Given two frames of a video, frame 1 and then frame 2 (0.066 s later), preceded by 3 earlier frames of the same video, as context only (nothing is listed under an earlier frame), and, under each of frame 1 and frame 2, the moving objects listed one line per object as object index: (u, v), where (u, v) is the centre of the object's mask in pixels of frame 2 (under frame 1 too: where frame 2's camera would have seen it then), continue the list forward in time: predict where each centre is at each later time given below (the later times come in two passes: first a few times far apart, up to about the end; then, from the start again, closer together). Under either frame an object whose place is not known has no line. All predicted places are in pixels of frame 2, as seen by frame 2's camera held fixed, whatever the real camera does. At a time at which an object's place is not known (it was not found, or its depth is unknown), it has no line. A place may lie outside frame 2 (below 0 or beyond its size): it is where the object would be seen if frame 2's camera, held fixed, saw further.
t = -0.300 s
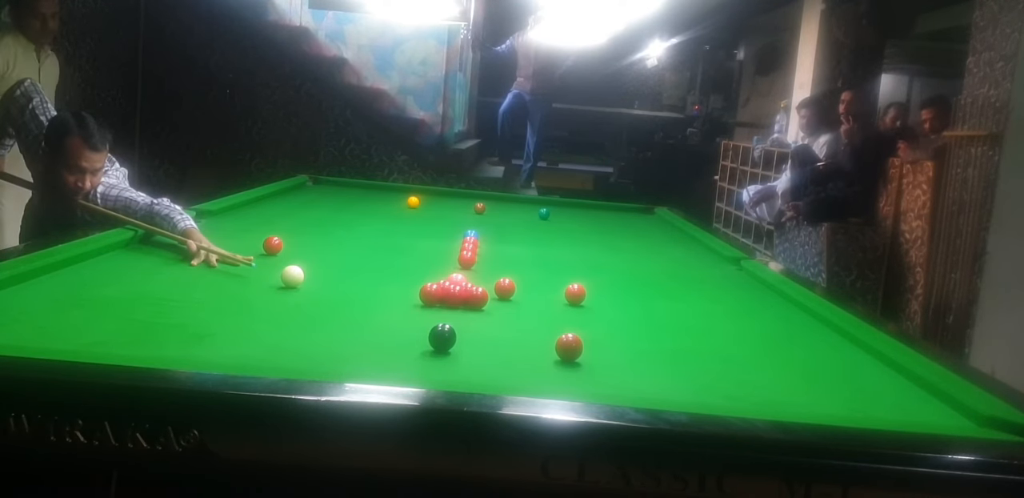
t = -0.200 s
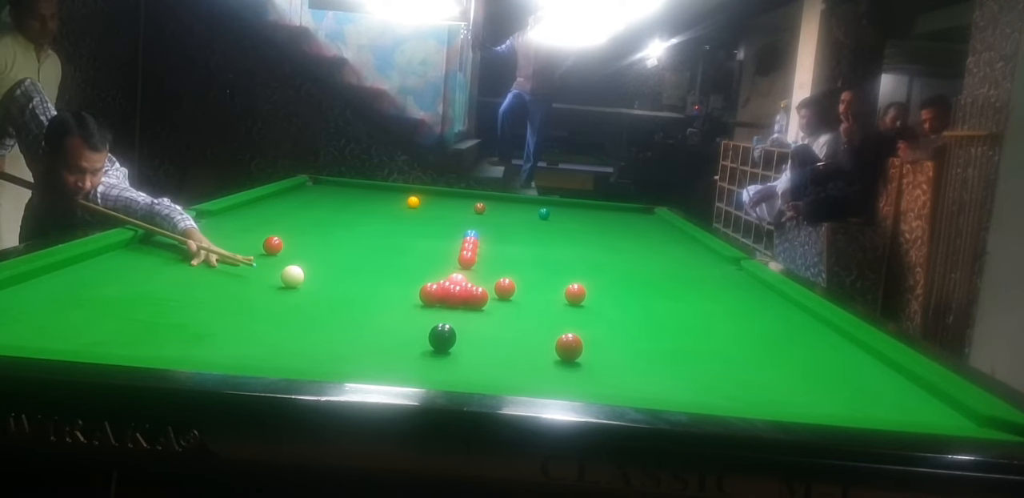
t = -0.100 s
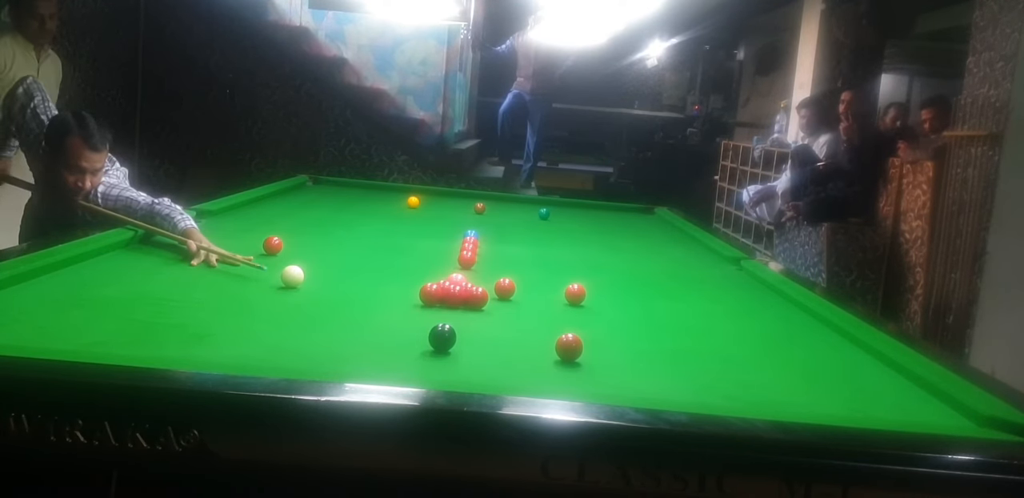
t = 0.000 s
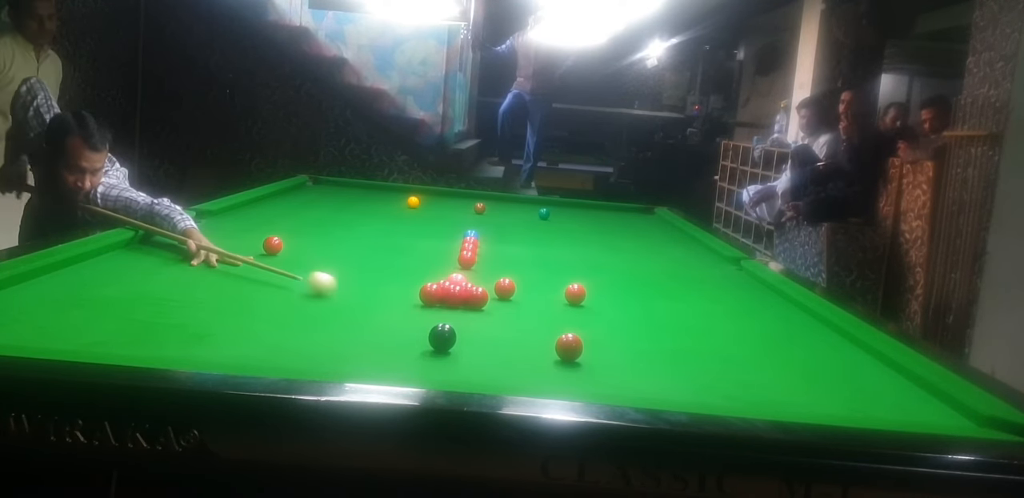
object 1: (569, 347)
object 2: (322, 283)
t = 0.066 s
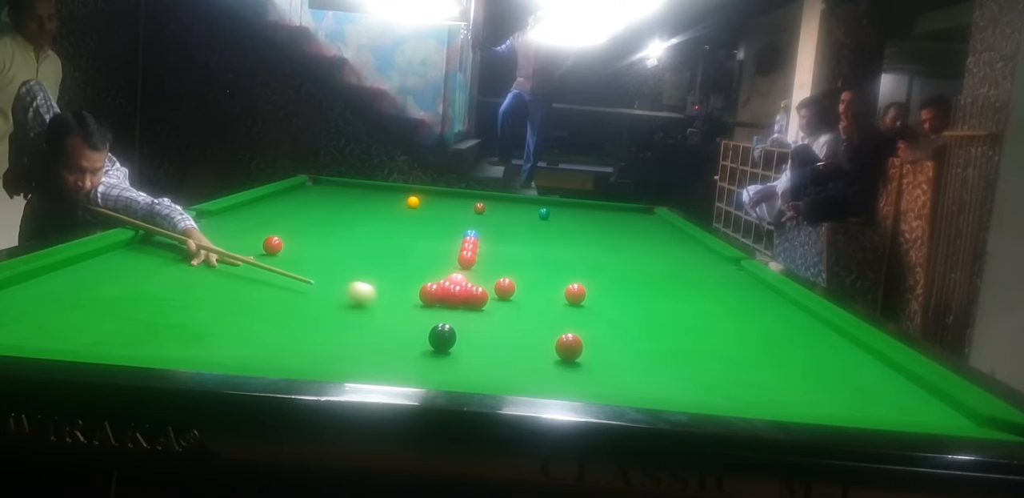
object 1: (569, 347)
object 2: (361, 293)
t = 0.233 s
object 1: (569, 347)
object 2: (456, 317)
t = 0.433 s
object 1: (619, 357)
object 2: (540, 345)
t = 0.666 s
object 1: (732, 380)
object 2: (553, 360)
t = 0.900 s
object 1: (838, 400)
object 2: (567, 374)
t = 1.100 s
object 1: (932, 414)
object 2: (579, 382)
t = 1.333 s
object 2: (585, 382)
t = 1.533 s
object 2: (587, 379)
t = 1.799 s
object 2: (588, 375)
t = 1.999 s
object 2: (589, 371)
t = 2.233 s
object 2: (590, 366)
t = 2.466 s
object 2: (590, 363)
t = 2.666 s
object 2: (590, 360)
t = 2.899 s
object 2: (591, 359)
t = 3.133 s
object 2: (591, 358)
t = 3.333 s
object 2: (592, 358)
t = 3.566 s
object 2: (592, 358)
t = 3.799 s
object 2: (592, 358)
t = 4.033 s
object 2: (592, 358)
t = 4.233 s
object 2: (592, 358)
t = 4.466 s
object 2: (592, 358)
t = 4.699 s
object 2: (592, 358)
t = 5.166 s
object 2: (592, 358)
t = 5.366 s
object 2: (592, 358)
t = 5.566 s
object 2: (592, 358)
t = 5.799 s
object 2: (592, 358)
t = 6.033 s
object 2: (592, 358)
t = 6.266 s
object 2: (592, 358)
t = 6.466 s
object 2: (592, 358)
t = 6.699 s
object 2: (592, 358)
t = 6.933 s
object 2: (592, 358)
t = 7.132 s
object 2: (592, 358)
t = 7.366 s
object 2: (592, 358)
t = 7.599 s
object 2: (592, 358)
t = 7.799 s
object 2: (592, 358)
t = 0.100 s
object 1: (569, 347)
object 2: (380, 298)
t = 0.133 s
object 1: (569, 347)
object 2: (400, 303)
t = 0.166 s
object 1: (569, 347)
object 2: (419, 308)
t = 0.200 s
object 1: (569, 347)
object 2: (437, 312)
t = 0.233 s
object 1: (569, 347)
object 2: (456, 317)
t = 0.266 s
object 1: (569, 347)
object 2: (473, 322)
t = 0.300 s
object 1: (569, 347)
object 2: (492, 328)
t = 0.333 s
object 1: (569, 347)
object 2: (511, 332)
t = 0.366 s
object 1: (578, 347)
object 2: (542, 342)
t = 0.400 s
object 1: (599, 352)
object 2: (541, 343)
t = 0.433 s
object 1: (619, 357)
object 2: (540, 345)
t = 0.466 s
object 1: (638, 360)
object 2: (541, 347)
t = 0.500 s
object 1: (656, 364)
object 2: (543, 349)
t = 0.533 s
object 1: (673, 367)
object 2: (545, 351)
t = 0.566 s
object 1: (688, 371)
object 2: (547, 354)
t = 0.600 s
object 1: (703, 374)
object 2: (549, 356)
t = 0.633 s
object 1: (718, 377)
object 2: (551, 358)
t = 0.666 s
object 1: (732, 380)
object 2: (553, 360)
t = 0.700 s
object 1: (748, 383)
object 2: (555, 362)
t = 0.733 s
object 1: (762, 386)
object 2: (557, 364)
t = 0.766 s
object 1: (777, 389)
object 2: (559, 366)
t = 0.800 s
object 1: (792, 392)
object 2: (561, 369)
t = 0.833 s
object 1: (807, 394)
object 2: (563, 371)
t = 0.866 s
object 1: (822, 397)
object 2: (565, 373)
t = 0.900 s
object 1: (838, 400)
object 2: (567, 374)
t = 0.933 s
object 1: (854, 402)
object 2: (569, 376)
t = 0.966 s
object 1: (869, 404)
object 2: (571, 377)
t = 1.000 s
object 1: (884, 407)
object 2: (573, 378)
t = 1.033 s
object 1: (900, 409)
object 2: (575, 379)
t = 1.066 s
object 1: (915, 412)
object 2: (577, 381)
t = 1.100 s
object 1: (932, 414)
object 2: (579, 382)
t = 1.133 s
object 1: (948, 416)
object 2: (581, 383)
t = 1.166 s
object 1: (965, 419)
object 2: (583, 385)
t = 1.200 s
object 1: (982, 422)
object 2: (584, 386)
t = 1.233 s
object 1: (999, 425)
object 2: (584, 384)
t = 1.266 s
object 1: (1013, 431)
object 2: (585, 384)
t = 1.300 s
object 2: (585, 383)
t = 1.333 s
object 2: (585, 382)
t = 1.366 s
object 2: (586, 382)
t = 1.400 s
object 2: (586, 381)
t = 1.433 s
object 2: (586, 380)
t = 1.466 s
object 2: (586, 380)
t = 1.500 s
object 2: (587, 380)
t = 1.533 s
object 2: (587, 379)
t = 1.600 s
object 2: (587, 378)
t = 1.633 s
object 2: (587, 378)
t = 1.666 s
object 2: (587, 377)
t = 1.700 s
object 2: (587, 377)
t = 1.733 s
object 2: (588, 376)
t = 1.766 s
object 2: (588, 376)
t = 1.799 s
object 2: (588, 375)
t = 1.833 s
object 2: (588, 375)
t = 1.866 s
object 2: (588, 374)
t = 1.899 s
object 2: (588, 374)
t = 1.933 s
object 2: (589, 373)
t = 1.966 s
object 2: (589, 373)
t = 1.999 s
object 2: (589, 371)
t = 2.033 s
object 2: (589, 370)
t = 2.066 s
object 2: (589, 369)
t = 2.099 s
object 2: (589, 369)
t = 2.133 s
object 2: (589, 368)
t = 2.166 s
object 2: (589, 368)
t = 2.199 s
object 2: (590, 367)
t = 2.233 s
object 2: (590, 366)
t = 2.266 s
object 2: (590, 366)
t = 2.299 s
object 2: (590, 365)
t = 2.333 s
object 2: (590, 365)
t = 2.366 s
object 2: (590, 364)
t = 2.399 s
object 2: (590, 364)
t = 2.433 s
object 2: (590, 363)
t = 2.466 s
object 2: (590, 363)
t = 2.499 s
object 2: (590, 362)
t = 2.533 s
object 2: (590, 362)
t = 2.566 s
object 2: (590, 361)
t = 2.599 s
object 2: (590, 361)
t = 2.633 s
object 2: (590, 360)
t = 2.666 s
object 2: (590, 360)
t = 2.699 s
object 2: (591, 360)
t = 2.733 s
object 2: (591, 360)
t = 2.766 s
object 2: (591, 360)
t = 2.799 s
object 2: (591, 359)
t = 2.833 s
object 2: (591, 359)
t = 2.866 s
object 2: (591, 359)
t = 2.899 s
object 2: (591, 359)
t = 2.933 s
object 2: (591, 358)
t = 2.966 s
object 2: (591, 358)
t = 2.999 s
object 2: (591, 358)
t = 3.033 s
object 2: (591, 358)
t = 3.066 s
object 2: (591, 358)
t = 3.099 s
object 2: (591, 358)
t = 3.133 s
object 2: (591, 358)
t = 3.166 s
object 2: (592, 358)
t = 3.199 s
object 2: (592, 358)
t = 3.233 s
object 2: (592, 358)
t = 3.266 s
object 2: (592, 358)
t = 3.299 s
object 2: (592, 358)
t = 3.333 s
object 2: (592, 358)
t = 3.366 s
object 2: (592, 358)
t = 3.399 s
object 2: (592, 358)
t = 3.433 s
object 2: (592, 358)
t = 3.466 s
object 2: (592, 358)
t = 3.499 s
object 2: (592, 358)
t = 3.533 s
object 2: (592, 358)
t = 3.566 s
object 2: (592, 358)
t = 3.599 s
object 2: (592, 358)
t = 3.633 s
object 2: (592, 358)
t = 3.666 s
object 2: (592, 358)
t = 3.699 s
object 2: (592, 358)
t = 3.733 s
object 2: (592, 358)
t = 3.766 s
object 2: (592, 358)
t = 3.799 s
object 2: (592, 358)
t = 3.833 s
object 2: (592, 358)
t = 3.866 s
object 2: (592, 358)
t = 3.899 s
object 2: (592, 358)
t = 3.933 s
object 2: (592, 358)
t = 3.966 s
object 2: (592, 358)
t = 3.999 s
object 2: (592, 358)
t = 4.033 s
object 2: (592, 358)
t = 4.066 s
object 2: (592, 358)
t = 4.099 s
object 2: (592, 358)
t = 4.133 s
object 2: (592, 358)
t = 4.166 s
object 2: (592, 358)
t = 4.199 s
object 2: (592, 358)
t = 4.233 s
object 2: (592, 358)
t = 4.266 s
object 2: (592, 358)
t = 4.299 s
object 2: (592, 358)
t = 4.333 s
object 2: (592, 358)
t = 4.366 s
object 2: (592, 358)
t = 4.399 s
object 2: (592, 358)
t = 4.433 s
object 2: (592, 358)
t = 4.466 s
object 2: (592, 358)
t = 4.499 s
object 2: (592, 358)
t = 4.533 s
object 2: (592, 358)
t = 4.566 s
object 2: (592, 358)
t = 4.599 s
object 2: (592, 358)
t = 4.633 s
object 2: (592, 358)
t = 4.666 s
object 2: (592, 358)
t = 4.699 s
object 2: (592, 358)
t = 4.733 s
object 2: (592, 358)
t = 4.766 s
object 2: (592, 358)
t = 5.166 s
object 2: (592, 358)
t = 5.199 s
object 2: (592, 358)
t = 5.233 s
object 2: (592, 358)
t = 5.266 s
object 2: (592, 358)
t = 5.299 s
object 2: (592, 358)
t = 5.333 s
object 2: (592, 358)
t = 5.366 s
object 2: (592, 358)
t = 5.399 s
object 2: (592, 358)
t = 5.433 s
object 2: (592, 358)
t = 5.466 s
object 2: (592, 358)
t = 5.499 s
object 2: (592, 358)
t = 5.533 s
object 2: (592, 358)
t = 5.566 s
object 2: (592, 358)
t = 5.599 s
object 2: (592, 358)
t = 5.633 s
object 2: (592, 358)
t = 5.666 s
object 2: (592, 358)
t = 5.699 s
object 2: (592, 358)
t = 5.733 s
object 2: (592, 358)
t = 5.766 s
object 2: (592, 358)
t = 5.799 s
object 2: (592, 358)
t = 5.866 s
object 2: (592, 358)
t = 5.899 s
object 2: (592, 358)
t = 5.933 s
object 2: (592, 358)
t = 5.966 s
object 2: (592, 358)
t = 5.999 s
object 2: (592, 358)
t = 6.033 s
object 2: (592, 358)
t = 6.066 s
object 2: (592, 358)
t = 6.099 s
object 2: (592, 358)
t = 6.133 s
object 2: (592, 358)
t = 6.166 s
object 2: (592, 358)
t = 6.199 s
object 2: (592, 358)
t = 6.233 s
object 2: (592, 358)
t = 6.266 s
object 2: (592, 358)
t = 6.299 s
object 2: (592, 358)
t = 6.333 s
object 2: (592, 358)
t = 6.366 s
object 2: (592, 358)
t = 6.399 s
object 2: (592, 358)
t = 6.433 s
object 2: (592, 358)
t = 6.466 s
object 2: (592, 358)
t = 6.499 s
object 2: (592, 358)
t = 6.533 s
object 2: (592, 358)
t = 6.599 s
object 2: (592, 358)
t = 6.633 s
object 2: (592, 358)
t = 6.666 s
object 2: (592, 358)
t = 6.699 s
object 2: (592, 358)
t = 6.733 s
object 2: (592, 358)
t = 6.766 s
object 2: (592, 358)
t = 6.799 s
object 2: (592, 358)
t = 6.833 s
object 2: (592, 358)
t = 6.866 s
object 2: (592, 358)
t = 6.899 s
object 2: (592, 358)
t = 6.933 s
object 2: (592, 358)
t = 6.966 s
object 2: (592, 358)
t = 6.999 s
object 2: (592, 358)
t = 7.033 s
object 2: (592, 358)
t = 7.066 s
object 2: (592, 358)
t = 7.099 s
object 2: (592, 358)
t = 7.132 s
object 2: (592, 358)
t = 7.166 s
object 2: (592, 358)
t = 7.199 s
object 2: (592, 358)
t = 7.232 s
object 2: (592, 358)
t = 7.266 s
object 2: (592, 358)
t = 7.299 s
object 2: (592, 358)
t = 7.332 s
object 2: (592, 358)
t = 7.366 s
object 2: (592, 358)
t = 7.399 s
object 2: (592, 358)
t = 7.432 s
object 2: (592, 358)
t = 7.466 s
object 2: (592, 358)
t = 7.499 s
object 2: (592, 358)
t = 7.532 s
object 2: (592, 358)
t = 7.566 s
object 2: (592, 358)
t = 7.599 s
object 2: (592, 358)
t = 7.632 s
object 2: (592, 358)
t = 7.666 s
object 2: (592, 358)
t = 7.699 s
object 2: (592, 358)
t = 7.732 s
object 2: (592, 358)
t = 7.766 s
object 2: (592, 358)
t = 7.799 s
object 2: (592, 358)
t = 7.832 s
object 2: (592, 358)
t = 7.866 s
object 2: (592, 358)
